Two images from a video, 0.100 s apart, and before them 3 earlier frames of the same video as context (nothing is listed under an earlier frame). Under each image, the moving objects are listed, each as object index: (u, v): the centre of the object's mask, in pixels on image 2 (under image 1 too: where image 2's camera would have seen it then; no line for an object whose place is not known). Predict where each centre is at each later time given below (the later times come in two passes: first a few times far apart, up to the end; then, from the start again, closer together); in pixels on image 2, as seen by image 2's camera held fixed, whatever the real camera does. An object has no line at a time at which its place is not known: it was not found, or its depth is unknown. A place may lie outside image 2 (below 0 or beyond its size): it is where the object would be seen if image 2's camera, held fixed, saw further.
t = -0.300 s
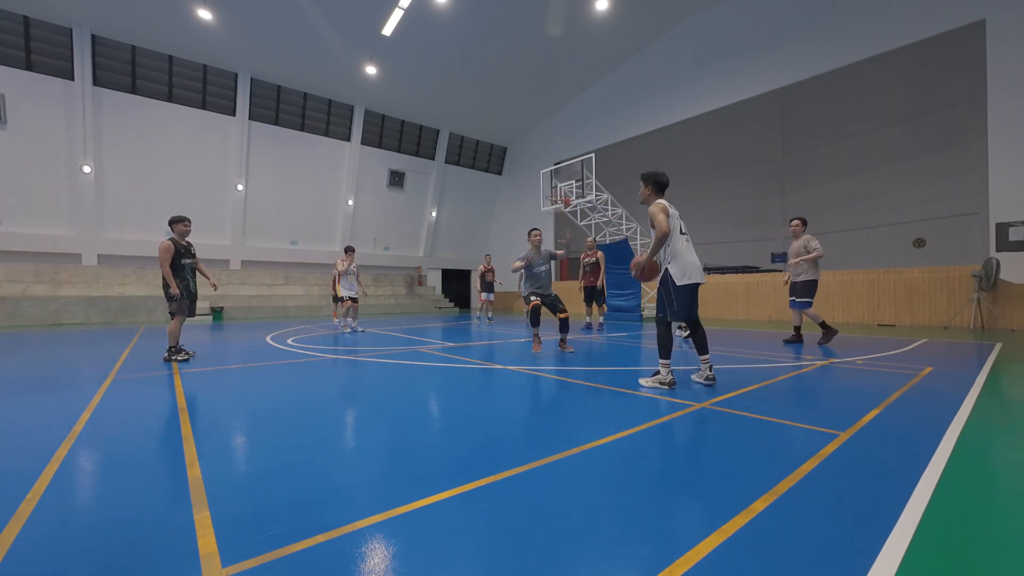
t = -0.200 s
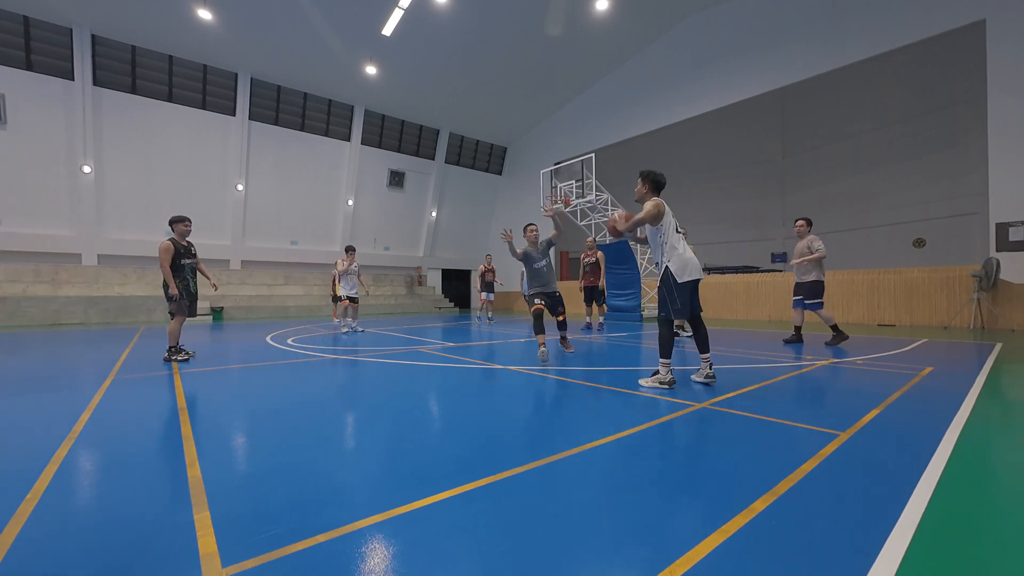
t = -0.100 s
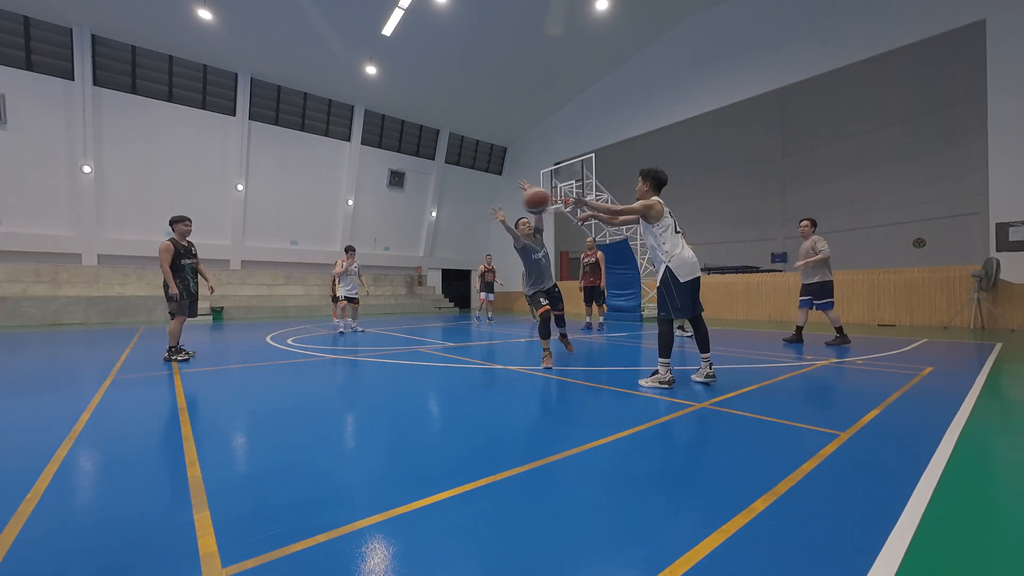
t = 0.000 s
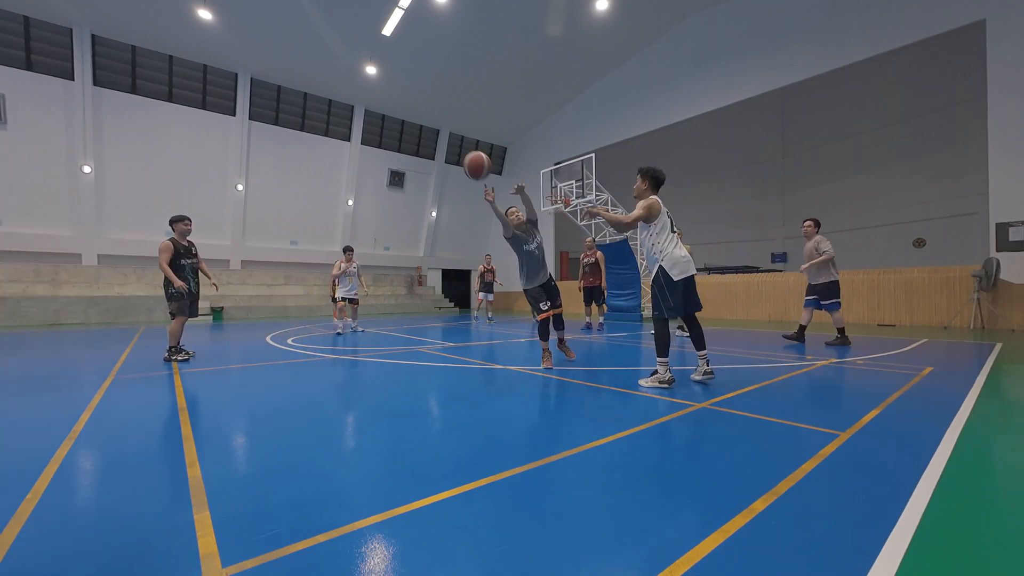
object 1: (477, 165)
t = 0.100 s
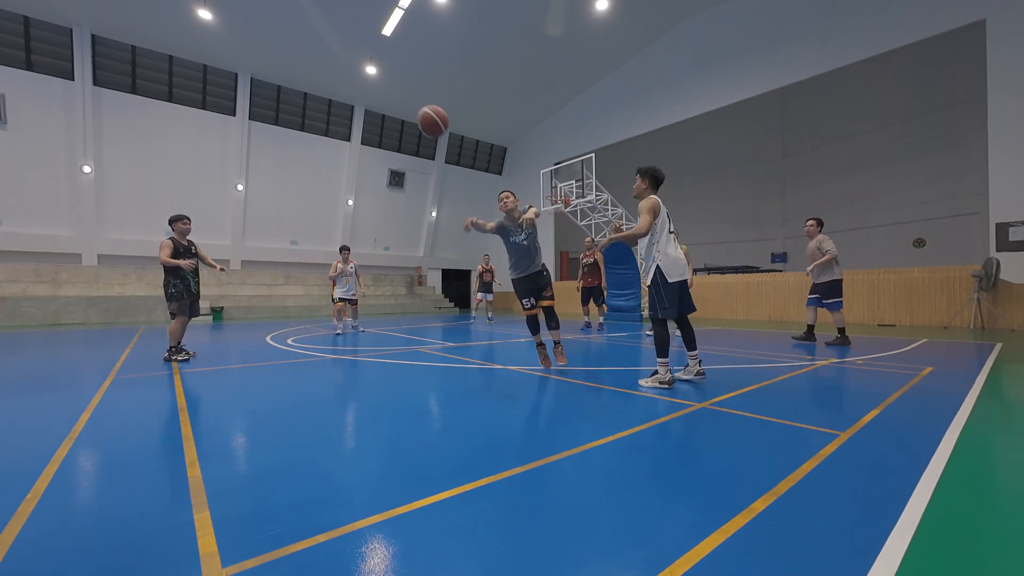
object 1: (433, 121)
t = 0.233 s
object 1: (362, 72)
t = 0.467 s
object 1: (190, 24)
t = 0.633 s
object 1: (18, 45)
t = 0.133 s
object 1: (416, 107)
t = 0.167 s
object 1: (399, 95)
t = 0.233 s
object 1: (362, 72)
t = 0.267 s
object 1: (342, 61)
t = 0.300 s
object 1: (321, 51)
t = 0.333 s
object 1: (298, 44)
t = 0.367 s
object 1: (274, 37)
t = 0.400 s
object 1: (247, 31)
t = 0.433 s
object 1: (220, 26)
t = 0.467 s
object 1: (190, 24)
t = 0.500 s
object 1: (158, 23)
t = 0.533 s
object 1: (124, 24)
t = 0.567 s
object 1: (87, 27)
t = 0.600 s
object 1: (46, 32)
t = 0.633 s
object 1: (18, 45)
